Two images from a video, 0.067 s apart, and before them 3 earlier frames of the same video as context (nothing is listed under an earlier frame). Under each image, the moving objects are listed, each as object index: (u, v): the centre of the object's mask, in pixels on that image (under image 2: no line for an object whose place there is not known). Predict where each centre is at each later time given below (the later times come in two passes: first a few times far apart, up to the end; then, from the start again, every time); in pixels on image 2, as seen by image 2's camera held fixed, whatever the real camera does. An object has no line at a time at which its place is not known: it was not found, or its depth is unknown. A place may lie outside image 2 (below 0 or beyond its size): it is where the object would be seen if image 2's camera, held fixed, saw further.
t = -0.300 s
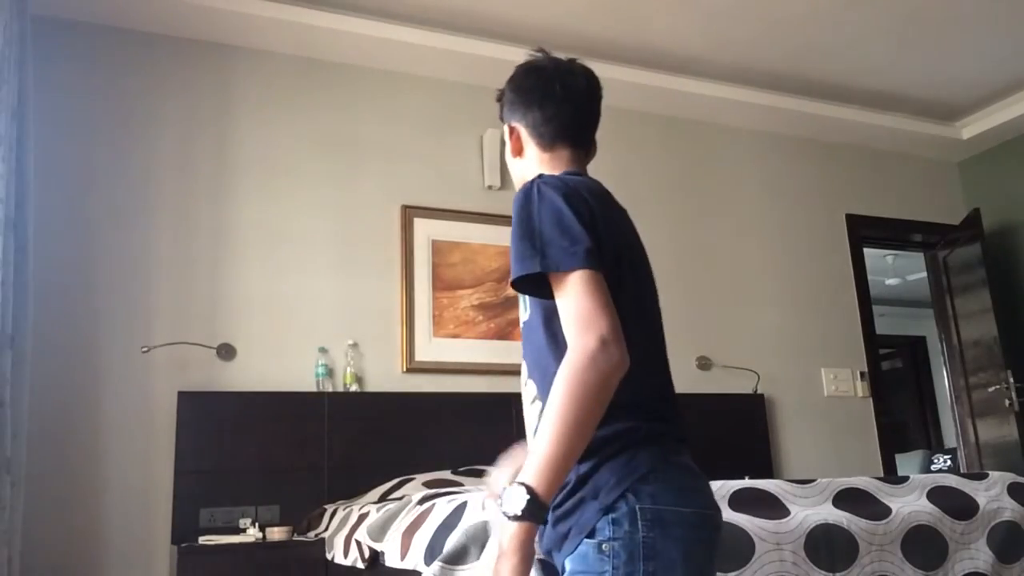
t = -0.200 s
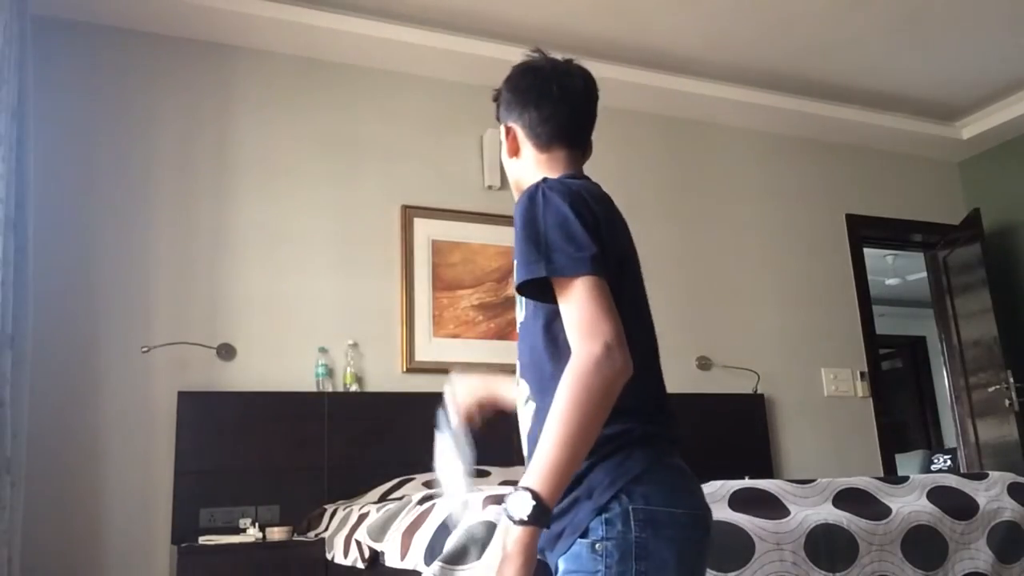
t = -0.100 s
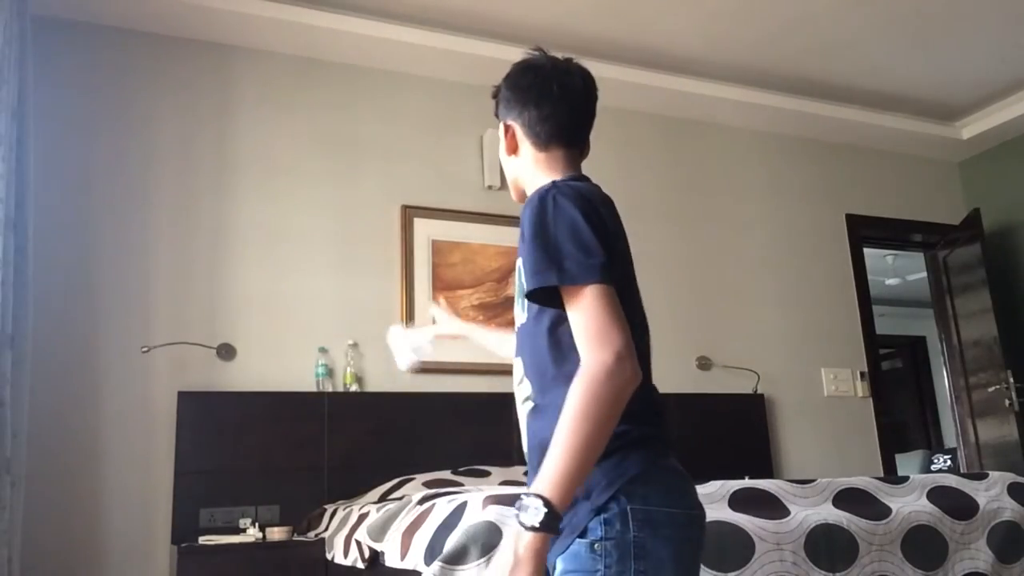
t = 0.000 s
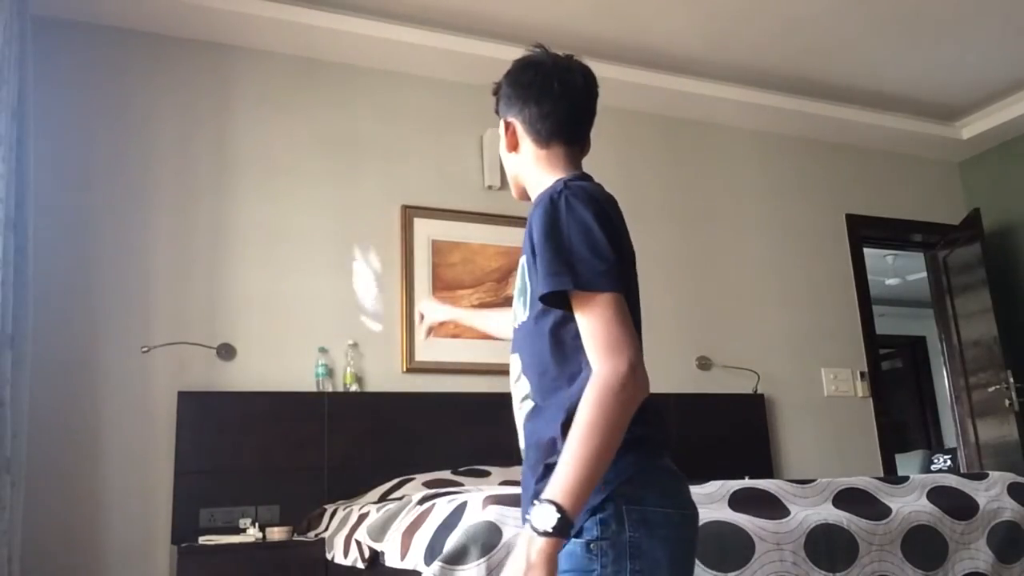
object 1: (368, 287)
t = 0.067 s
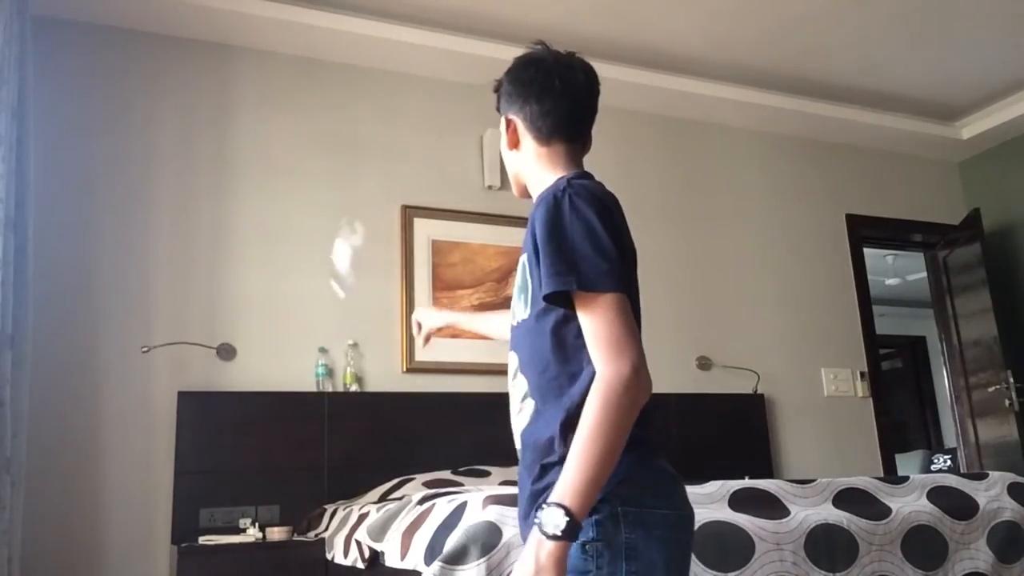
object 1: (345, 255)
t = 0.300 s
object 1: (295, 246)
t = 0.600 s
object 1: (268, 366)
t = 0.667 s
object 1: (268, 366)
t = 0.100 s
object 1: (336, 242)
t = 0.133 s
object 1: (329, 235)
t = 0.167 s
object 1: (323, 232)
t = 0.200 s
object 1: (311, 235)
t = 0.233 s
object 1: (304, 235)
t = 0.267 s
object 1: (299, 240)
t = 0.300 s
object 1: (295, 246)
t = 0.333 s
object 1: (291, 257)
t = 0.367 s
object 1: (287, 268)
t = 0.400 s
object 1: (283, 283)
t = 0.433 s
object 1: (279, 302)
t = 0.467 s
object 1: (276, 321)
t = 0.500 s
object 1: (272, 346)
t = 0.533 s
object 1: (270, 366)
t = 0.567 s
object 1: (269, 366)
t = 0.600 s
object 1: (268, 366)
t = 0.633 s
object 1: (268, 366)
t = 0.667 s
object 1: (268, 366)
